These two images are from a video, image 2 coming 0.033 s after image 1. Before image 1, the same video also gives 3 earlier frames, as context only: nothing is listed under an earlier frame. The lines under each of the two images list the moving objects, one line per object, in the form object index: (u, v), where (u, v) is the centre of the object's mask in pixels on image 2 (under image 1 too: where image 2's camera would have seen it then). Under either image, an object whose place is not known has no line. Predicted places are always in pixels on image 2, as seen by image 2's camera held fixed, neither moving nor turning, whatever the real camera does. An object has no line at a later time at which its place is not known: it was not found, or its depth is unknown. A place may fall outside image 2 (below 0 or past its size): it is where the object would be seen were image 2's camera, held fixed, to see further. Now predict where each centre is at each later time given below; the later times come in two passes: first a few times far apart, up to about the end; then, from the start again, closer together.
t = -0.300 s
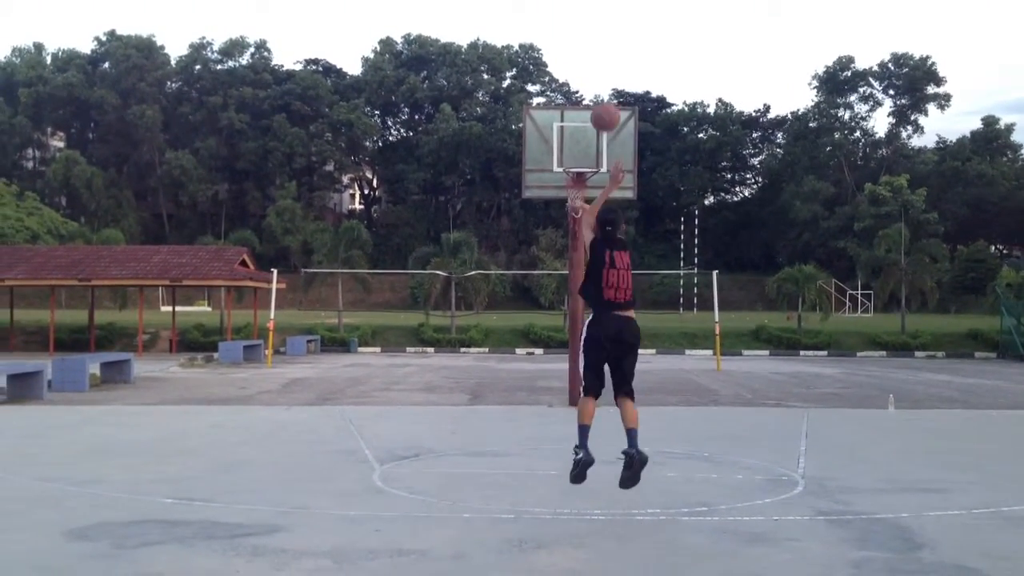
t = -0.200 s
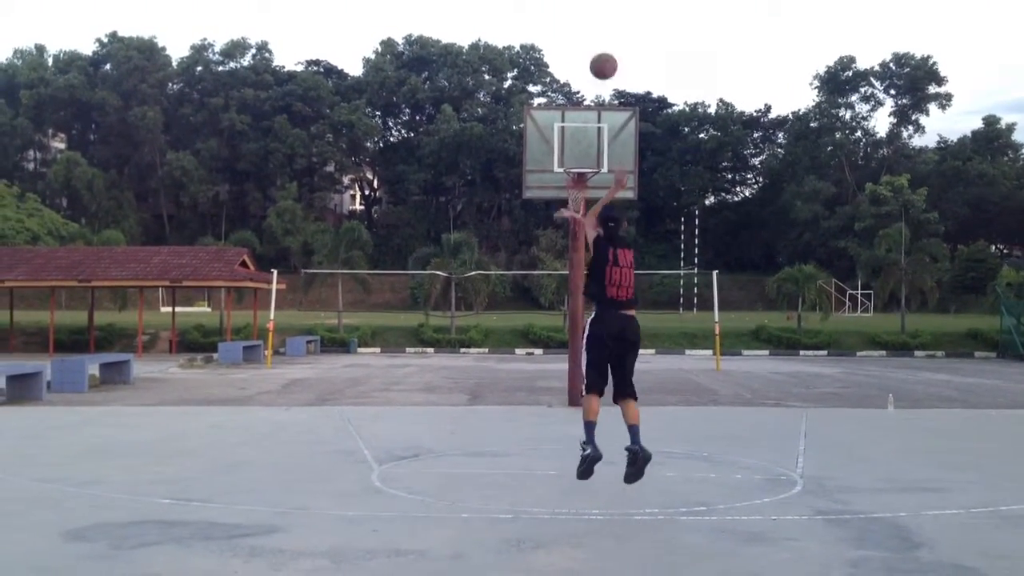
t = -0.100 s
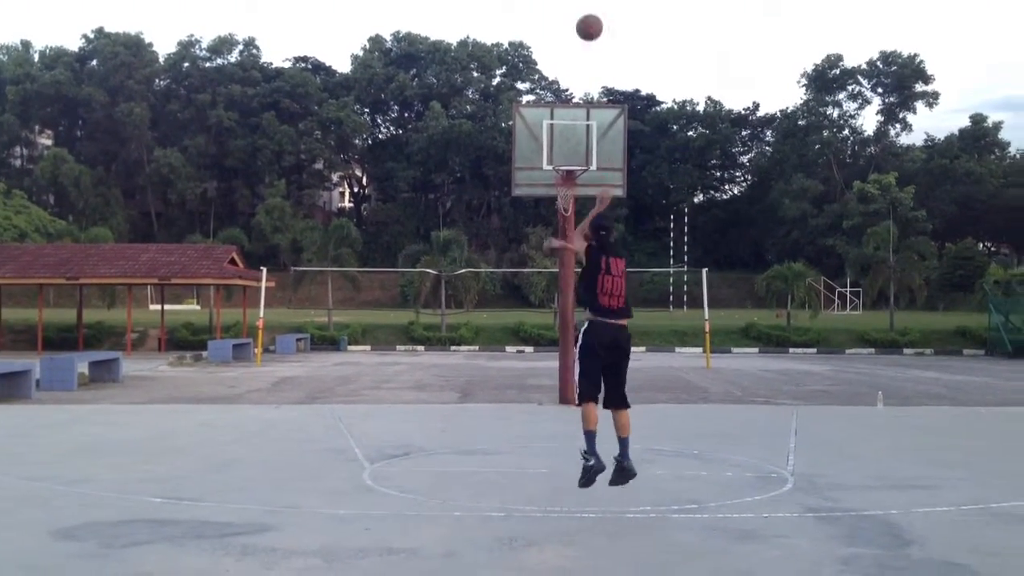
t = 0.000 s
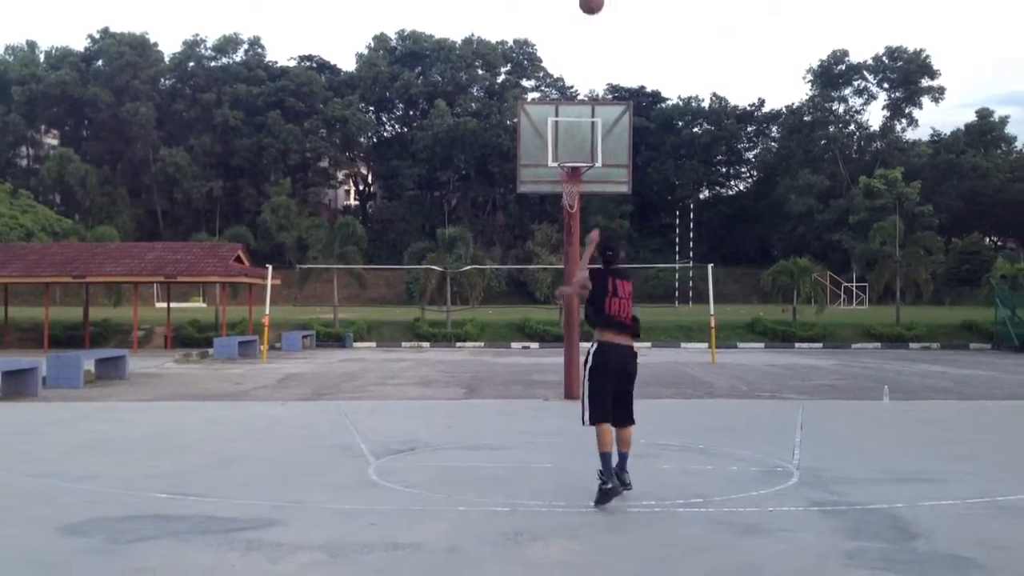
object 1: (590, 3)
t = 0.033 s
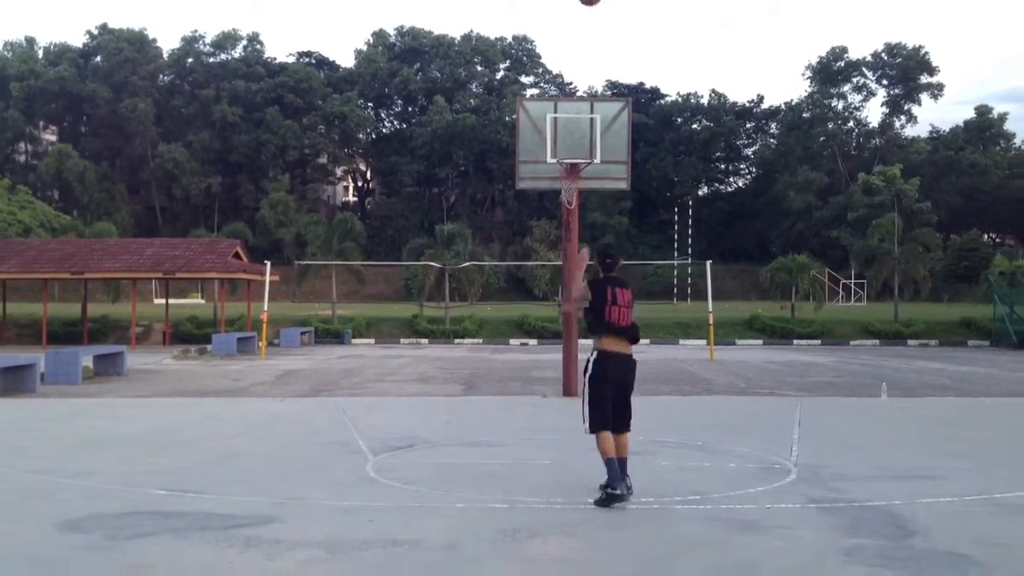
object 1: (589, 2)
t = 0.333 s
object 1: (585, 1)
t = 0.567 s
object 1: (580, 53)
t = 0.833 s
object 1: (575, 142)
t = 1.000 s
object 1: (582, 199)
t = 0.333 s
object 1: (585, 1)
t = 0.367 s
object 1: (583, 5)
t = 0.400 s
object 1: (581, 10)
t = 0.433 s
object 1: (581, 18)
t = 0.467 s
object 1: (581, 25)
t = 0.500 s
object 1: (580, 33)
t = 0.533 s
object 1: (579, 43)
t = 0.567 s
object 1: (580, 53)
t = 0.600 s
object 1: (579, 63)
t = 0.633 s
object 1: (577, 74)
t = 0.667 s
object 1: (577, 87)
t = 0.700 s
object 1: (577, 99)
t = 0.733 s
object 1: (576, 111)
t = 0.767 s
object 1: (575, 124)
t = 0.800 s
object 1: (576, 133)
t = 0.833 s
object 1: (575, 142)
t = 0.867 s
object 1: (575, 152)
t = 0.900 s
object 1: (576, 165)
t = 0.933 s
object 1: (578, 174)
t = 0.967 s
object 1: (580, 186)
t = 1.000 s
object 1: (582, 199)
